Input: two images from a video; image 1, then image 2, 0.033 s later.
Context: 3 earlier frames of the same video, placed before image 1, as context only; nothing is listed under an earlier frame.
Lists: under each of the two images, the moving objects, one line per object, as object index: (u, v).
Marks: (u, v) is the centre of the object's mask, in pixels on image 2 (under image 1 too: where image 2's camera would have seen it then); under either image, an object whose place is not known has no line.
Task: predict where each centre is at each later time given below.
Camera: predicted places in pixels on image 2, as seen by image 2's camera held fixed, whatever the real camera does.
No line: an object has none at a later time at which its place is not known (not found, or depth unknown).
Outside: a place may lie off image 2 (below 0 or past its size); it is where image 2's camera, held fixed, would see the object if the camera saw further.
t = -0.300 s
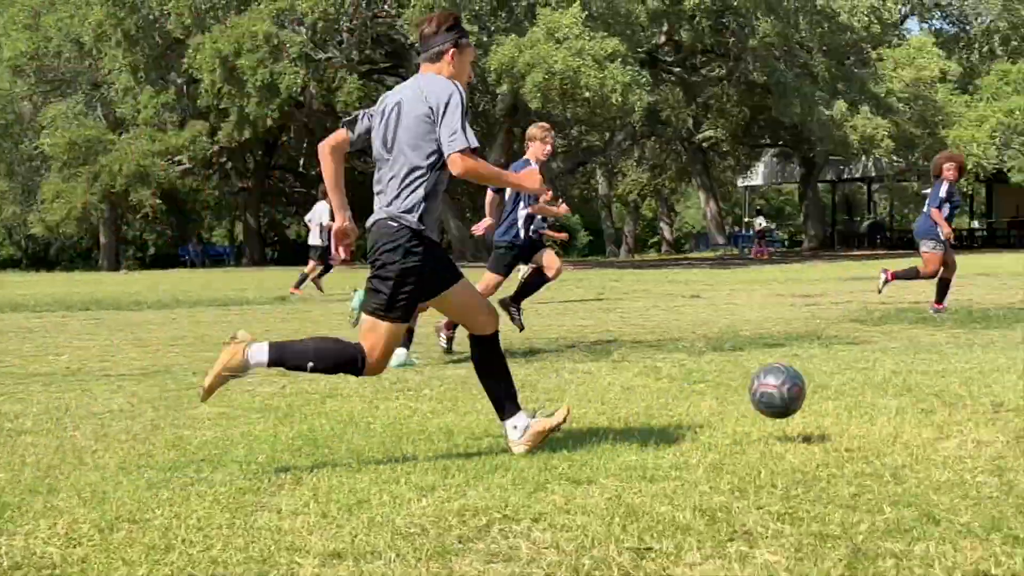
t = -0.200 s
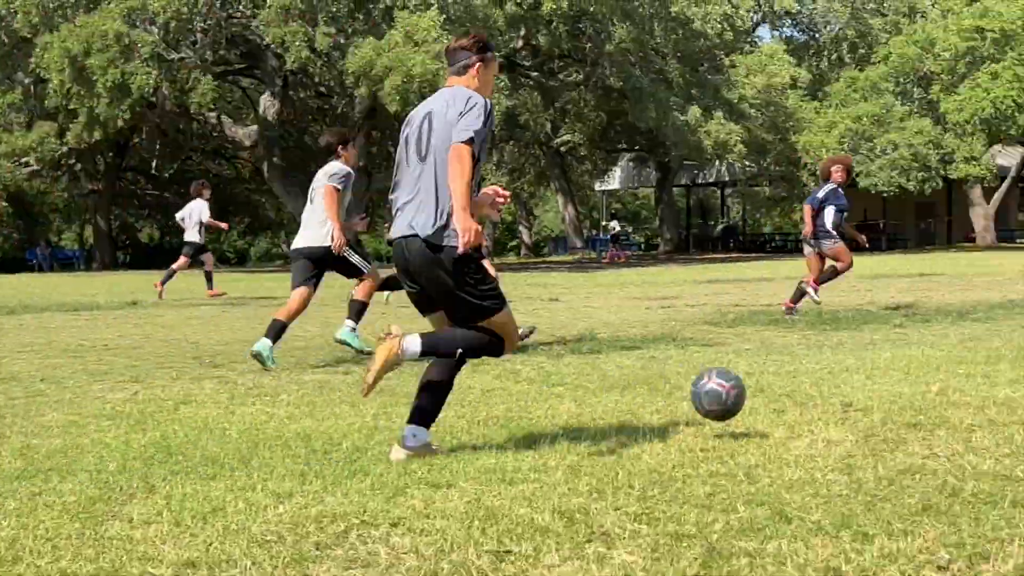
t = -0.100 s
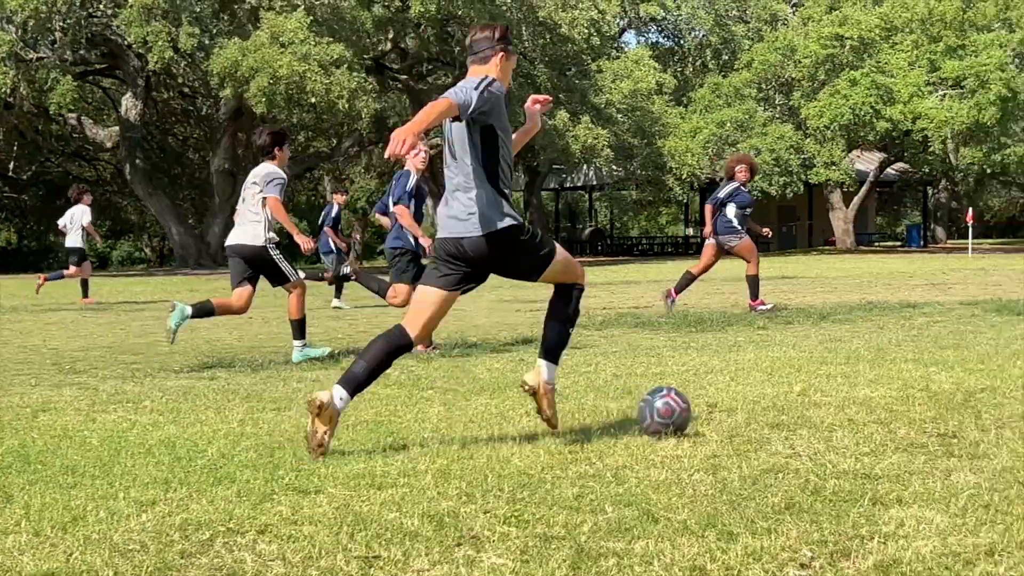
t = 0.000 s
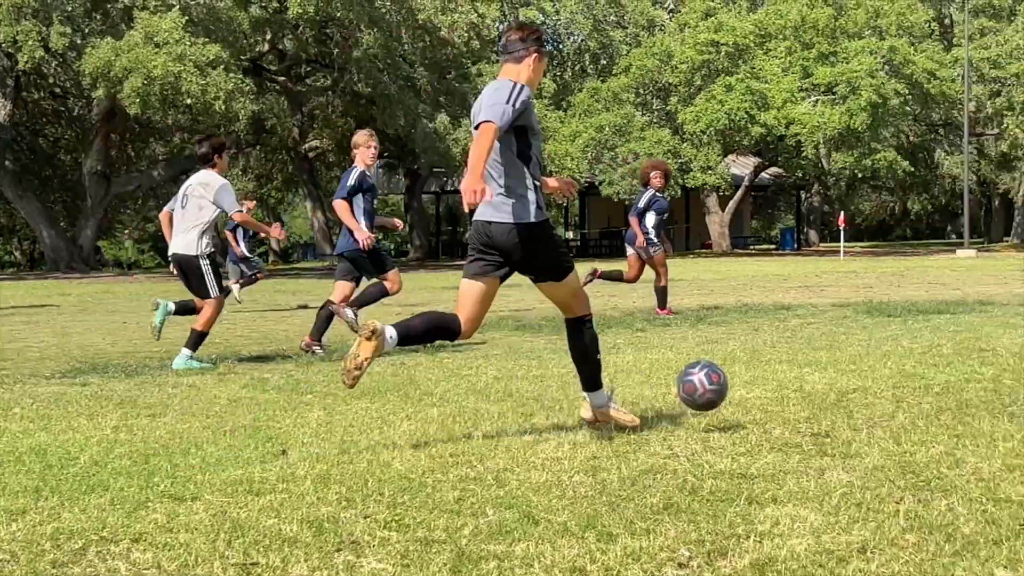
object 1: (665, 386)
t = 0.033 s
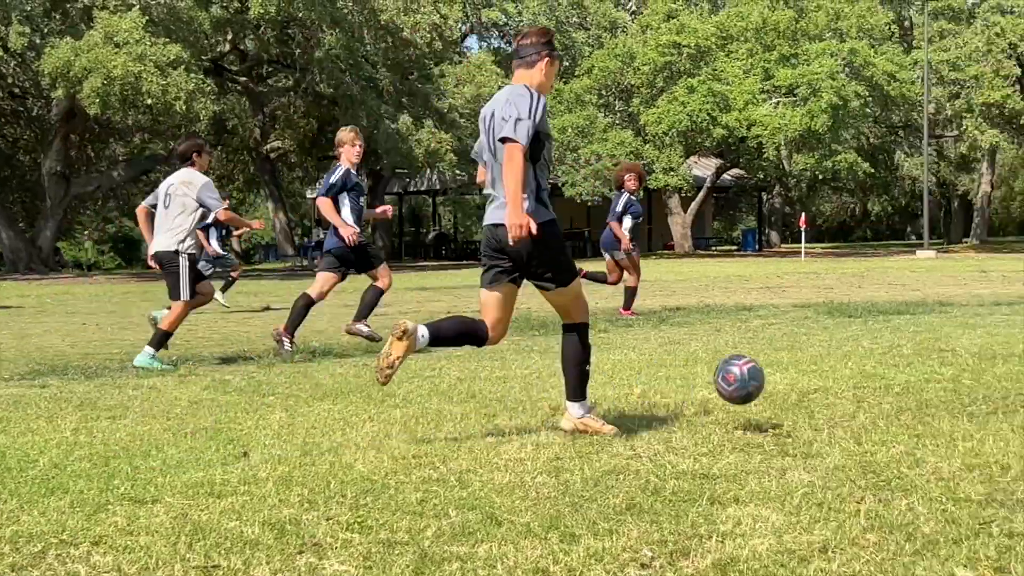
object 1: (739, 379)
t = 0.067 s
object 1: (810, 375)
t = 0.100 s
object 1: (880, 374)
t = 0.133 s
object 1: (949, 375)
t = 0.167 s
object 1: (1016, 379)
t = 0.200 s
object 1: (1083, 385)
